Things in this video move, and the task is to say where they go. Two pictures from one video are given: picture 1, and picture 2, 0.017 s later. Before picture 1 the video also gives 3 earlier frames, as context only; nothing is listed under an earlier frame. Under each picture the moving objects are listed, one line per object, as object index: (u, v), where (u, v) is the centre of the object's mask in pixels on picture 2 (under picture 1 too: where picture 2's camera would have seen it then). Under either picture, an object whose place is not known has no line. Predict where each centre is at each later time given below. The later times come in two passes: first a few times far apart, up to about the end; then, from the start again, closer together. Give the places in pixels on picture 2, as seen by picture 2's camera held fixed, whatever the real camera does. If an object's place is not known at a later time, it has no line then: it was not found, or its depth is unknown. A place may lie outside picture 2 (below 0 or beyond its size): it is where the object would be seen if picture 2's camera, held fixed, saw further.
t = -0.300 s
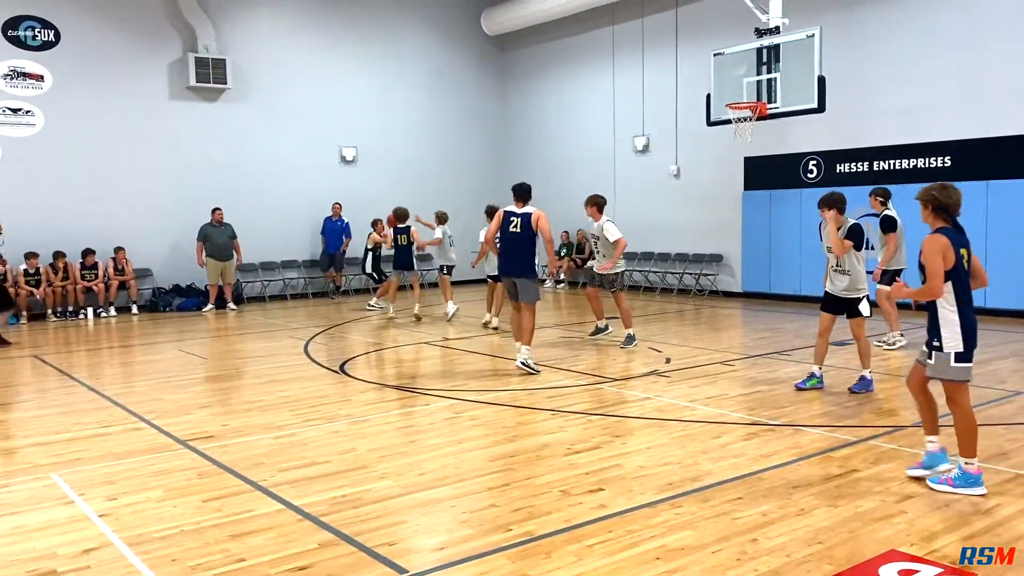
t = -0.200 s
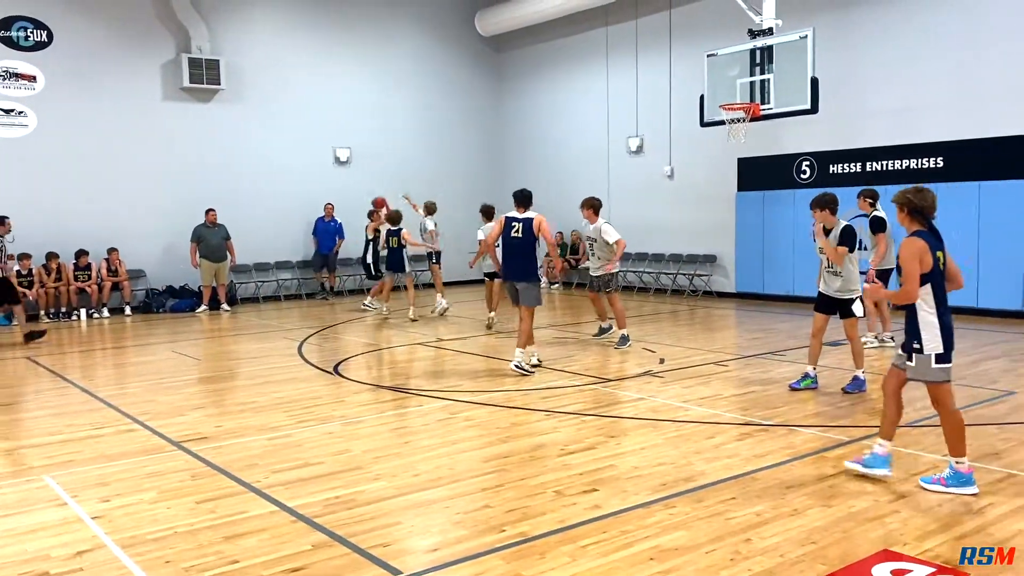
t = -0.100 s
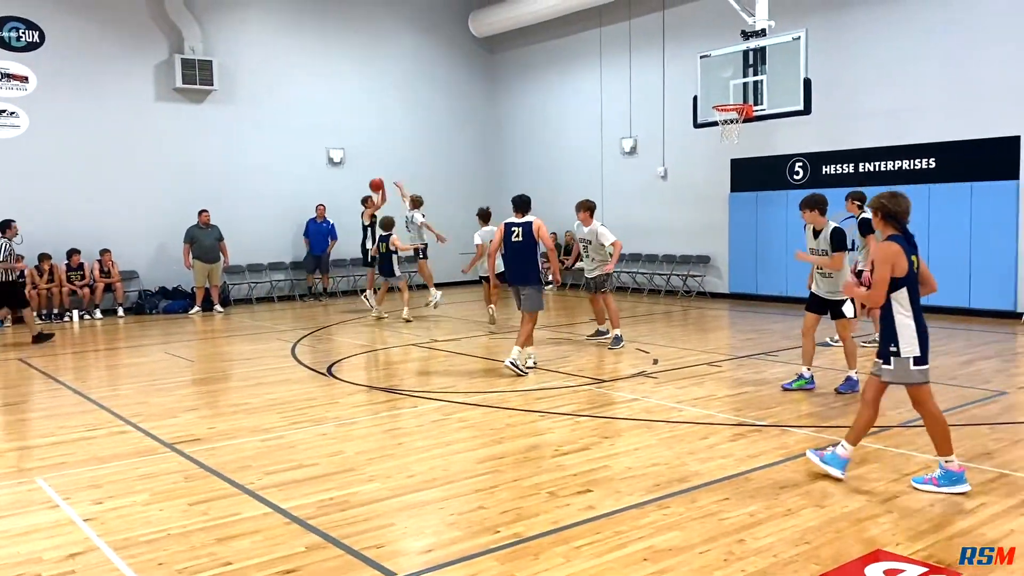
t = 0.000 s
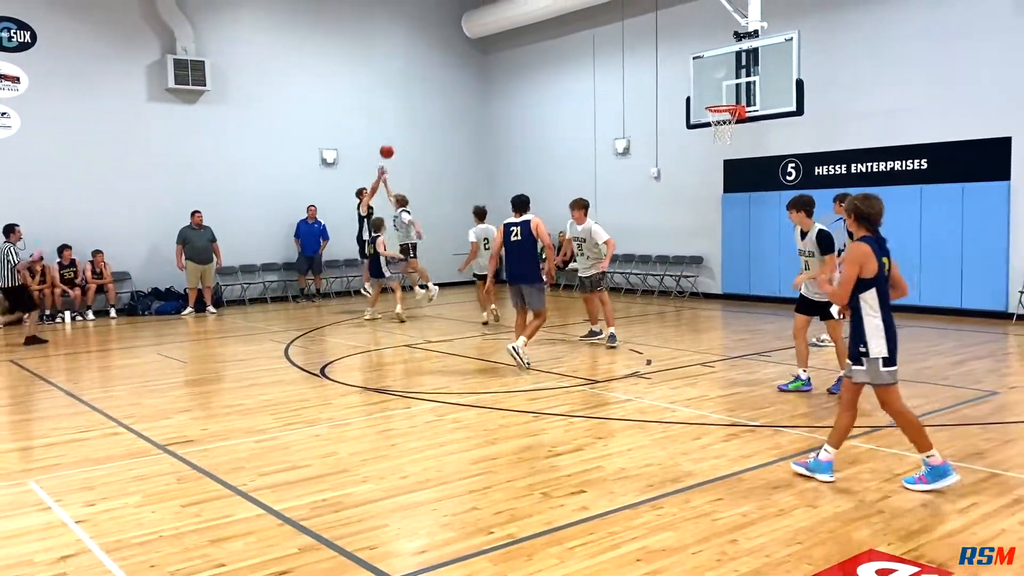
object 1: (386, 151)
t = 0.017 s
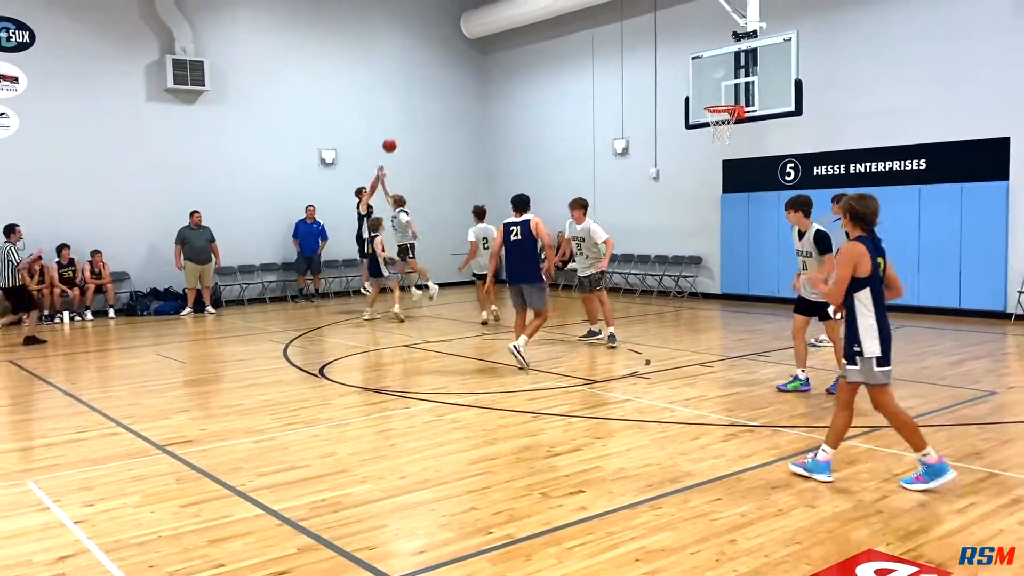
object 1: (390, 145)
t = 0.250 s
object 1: (445, 73)
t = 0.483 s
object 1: (507, 28)
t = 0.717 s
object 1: (574, 15)
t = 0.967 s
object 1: (653, 43)
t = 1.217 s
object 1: (728, 94)
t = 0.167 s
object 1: (425, 96)
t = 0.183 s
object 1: (429, 91)
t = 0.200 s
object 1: (433, 87)
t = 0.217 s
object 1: (437, 82)
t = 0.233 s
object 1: (441, 78)
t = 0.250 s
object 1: (445, 73)
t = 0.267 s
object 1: (449, 69)
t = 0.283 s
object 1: (453, 65)
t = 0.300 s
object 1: (458, 61)
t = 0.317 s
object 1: (462, 57)
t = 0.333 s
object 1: (466, 54)
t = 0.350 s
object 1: (471, 50)
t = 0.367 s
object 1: (475, 47)
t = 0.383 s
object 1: (479, 44)
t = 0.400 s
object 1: (484, 41)
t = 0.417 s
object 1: (488, 38)
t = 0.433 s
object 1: (493, 35)
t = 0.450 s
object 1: (497, 33)
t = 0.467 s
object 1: (502, 30)
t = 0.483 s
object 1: (507, 28)
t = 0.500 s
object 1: (511, 25)
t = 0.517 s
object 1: (516, 24)
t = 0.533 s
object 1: (521, 22)
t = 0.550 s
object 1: (526, 21)
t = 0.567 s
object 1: (530, 20)
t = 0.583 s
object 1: (535, 18)
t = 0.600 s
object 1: (540, 17)
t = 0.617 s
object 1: (545, 16)
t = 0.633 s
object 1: (549, 15)
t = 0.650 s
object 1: (555, 14)
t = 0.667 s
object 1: (559, 14)
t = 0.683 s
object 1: (564, 15)
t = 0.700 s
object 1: (569, 14)
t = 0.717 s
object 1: (574, 15)
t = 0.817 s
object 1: (605, 21)
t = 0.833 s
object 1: (610, 23)
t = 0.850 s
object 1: (616, 24)
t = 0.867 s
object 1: (621, 26)
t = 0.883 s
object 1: (626, 28)
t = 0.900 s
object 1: (631, 31)
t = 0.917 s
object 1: (637, 34)
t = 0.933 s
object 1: (642, 37)
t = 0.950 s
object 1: (647, 39)
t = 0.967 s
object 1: (653, 43)
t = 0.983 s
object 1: (658, 46)
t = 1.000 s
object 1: (664, 49)
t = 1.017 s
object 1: (669, 53)
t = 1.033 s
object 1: (675, 57)
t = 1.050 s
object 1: (680, 61)
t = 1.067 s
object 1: (686, 65)
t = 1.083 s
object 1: (691, 70)
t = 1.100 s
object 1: (697, 75)
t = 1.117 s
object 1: (703, 79)
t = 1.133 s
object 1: (708, 85)
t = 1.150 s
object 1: (714, 90)
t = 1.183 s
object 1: (726, 101)
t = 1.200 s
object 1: (727, 101)
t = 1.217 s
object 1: (728, 94)
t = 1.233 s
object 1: (728, 87)
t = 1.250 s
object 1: (728, 81)
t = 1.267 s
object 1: (728, 75)
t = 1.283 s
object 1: (728, 69)
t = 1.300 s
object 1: (728, 64)
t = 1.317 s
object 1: (728, 57)
